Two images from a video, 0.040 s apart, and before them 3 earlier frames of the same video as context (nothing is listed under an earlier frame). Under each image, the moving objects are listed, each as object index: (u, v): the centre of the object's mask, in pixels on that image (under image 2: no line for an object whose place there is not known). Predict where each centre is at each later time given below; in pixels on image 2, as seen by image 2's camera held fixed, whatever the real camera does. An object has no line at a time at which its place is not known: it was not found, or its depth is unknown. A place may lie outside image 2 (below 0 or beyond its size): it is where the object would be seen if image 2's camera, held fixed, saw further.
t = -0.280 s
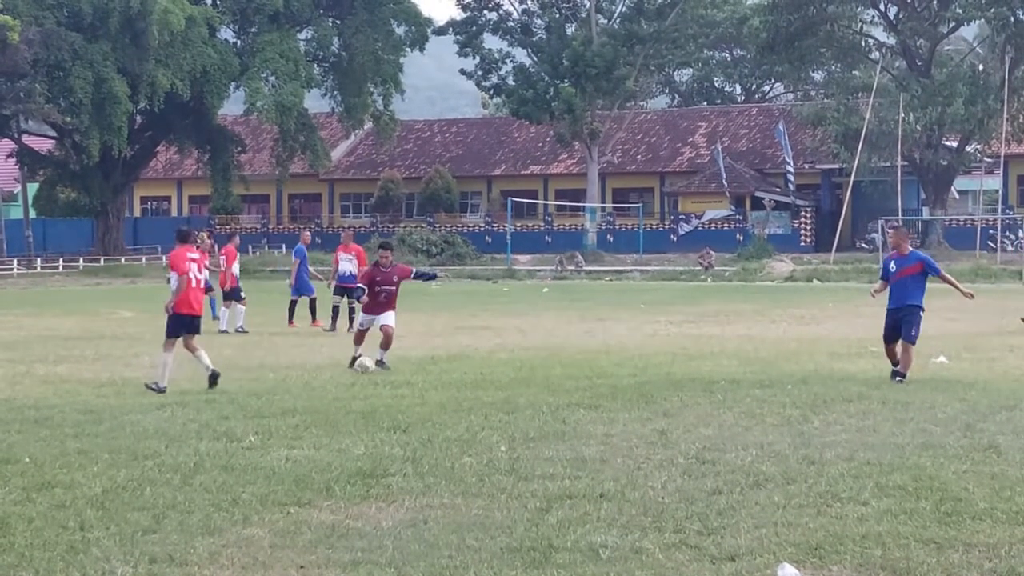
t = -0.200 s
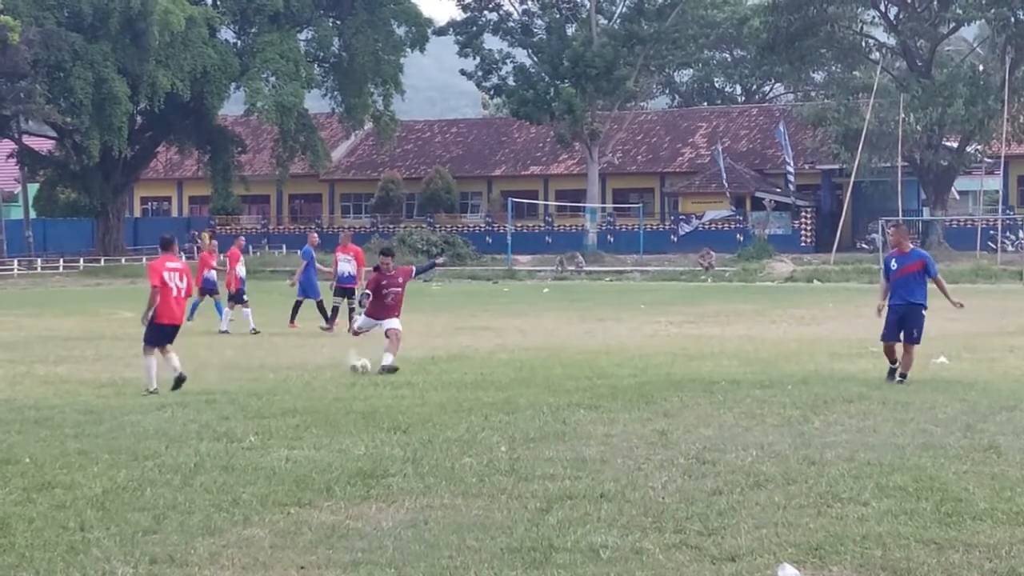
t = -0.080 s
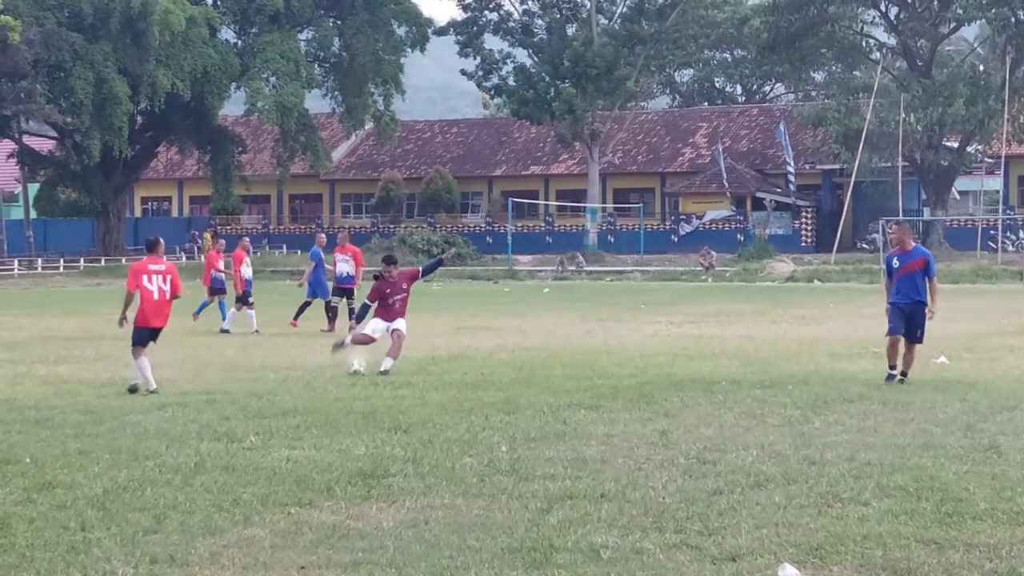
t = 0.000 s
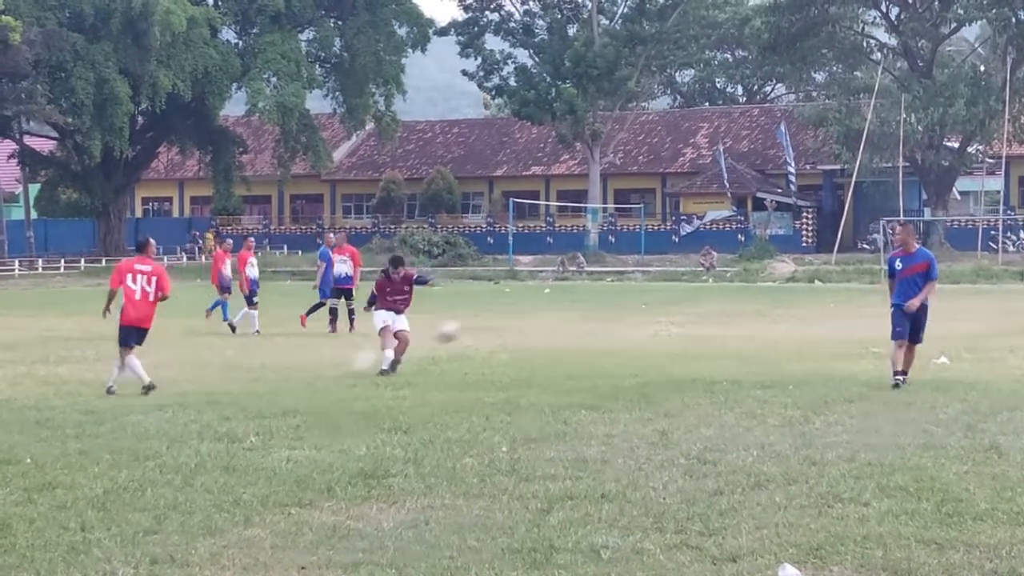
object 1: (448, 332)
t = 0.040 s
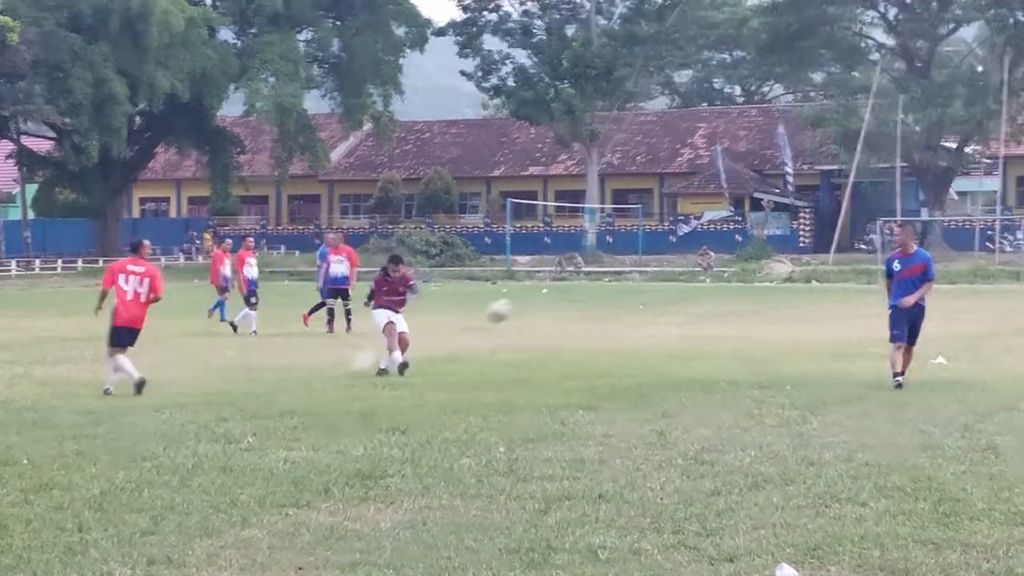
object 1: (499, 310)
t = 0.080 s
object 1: (555, 289)
